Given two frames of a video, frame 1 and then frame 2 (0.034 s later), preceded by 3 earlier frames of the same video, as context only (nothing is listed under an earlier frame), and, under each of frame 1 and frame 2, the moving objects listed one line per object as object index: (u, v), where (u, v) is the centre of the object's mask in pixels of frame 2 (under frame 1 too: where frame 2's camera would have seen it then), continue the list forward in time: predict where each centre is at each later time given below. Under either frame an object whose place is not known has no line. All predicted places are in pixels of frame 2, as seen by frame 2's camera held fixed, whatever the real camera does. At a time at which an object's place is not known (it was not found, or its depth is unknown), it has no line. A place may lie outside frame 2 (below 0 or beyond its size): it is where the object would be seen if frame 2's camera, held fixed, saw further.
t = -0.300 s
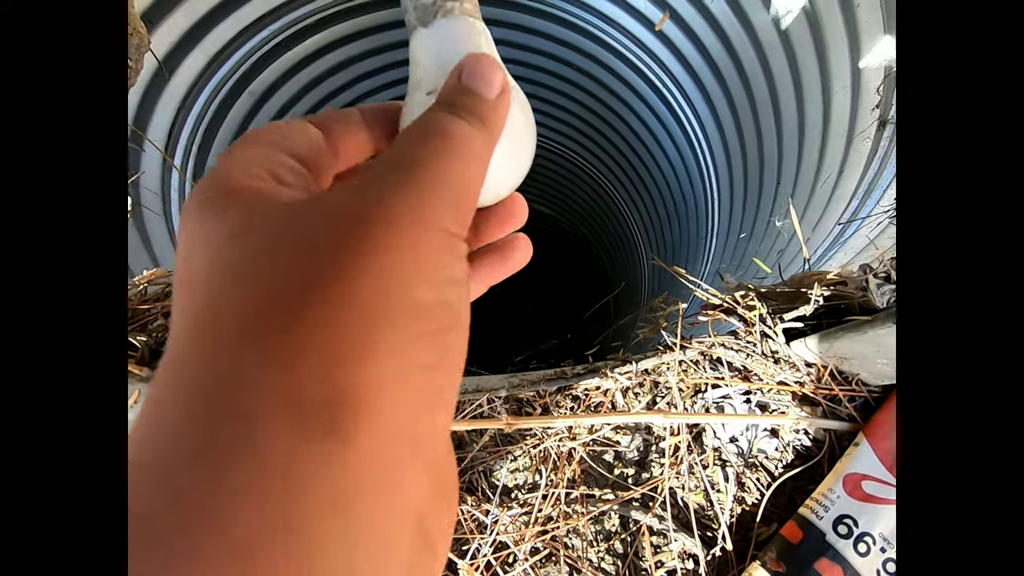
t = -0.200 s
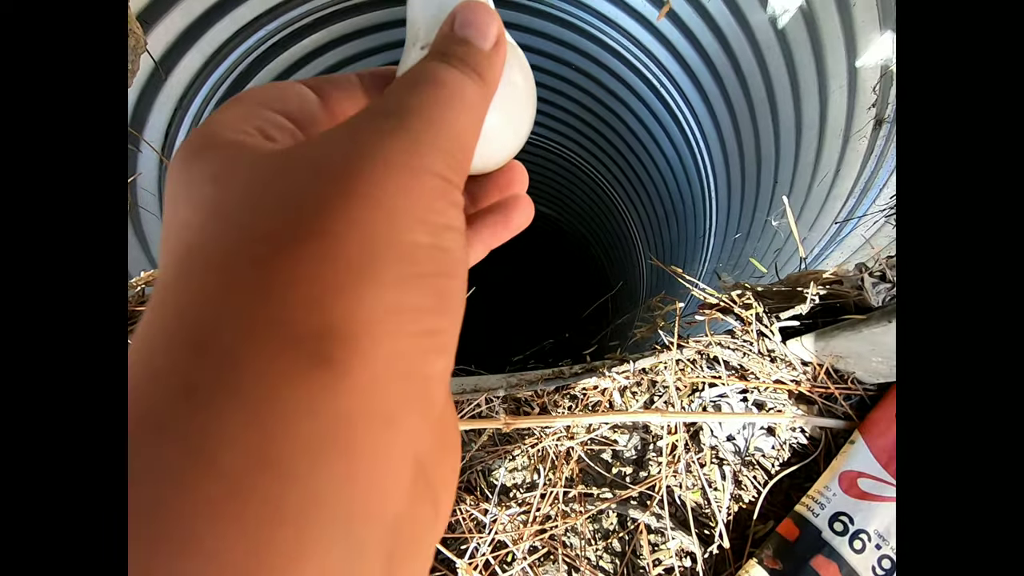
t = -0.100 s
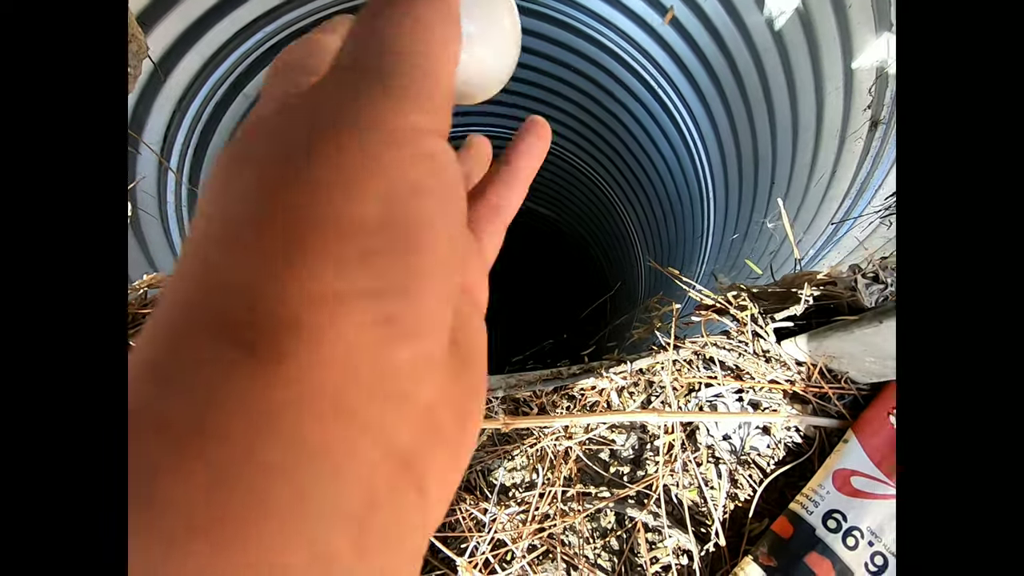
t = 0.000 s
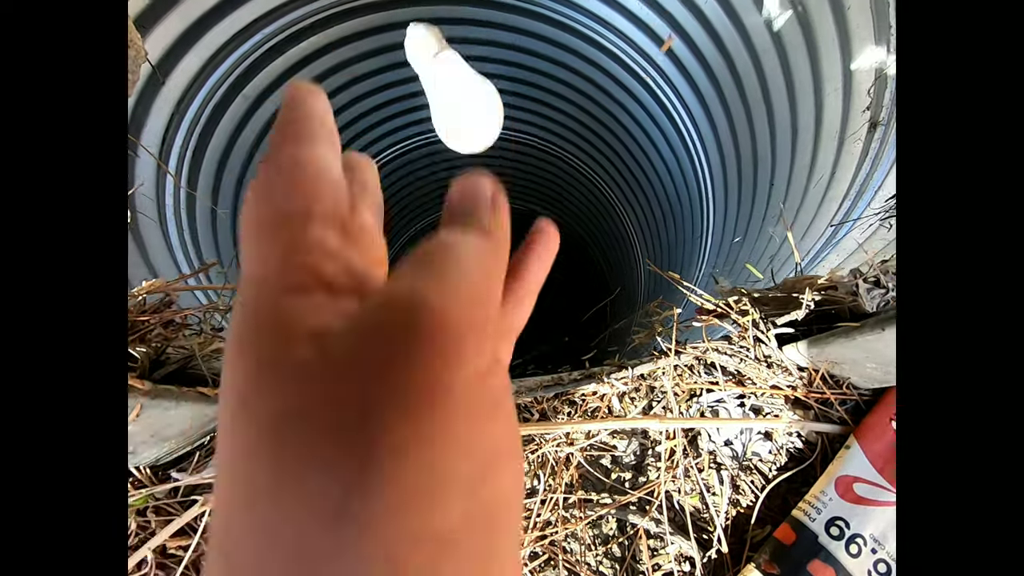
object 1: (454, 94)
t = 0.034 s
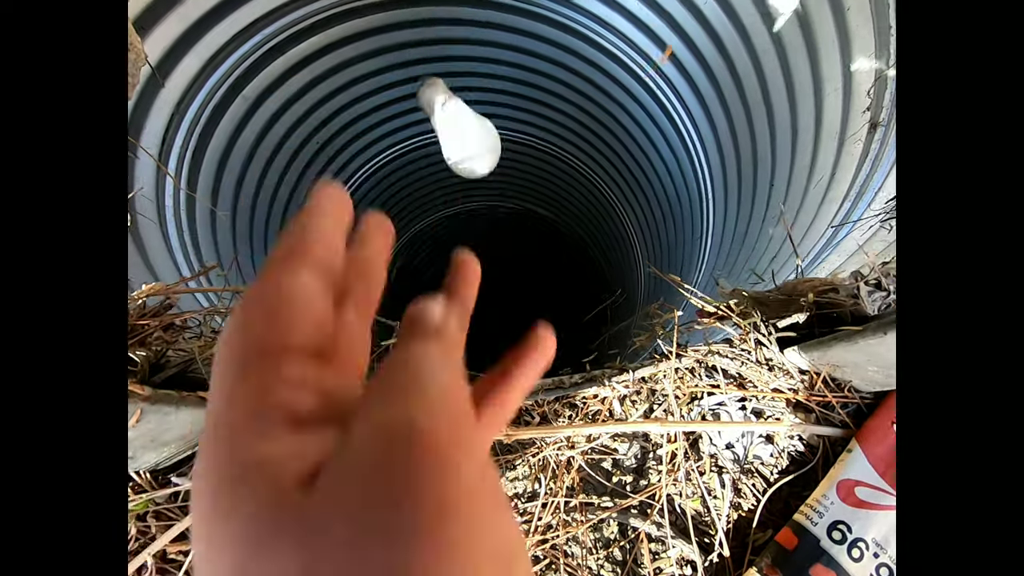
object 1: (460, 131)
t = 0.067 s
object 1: (464, 163)
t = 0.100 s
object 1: (467, 191)
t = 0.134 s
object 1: (470, 214)
